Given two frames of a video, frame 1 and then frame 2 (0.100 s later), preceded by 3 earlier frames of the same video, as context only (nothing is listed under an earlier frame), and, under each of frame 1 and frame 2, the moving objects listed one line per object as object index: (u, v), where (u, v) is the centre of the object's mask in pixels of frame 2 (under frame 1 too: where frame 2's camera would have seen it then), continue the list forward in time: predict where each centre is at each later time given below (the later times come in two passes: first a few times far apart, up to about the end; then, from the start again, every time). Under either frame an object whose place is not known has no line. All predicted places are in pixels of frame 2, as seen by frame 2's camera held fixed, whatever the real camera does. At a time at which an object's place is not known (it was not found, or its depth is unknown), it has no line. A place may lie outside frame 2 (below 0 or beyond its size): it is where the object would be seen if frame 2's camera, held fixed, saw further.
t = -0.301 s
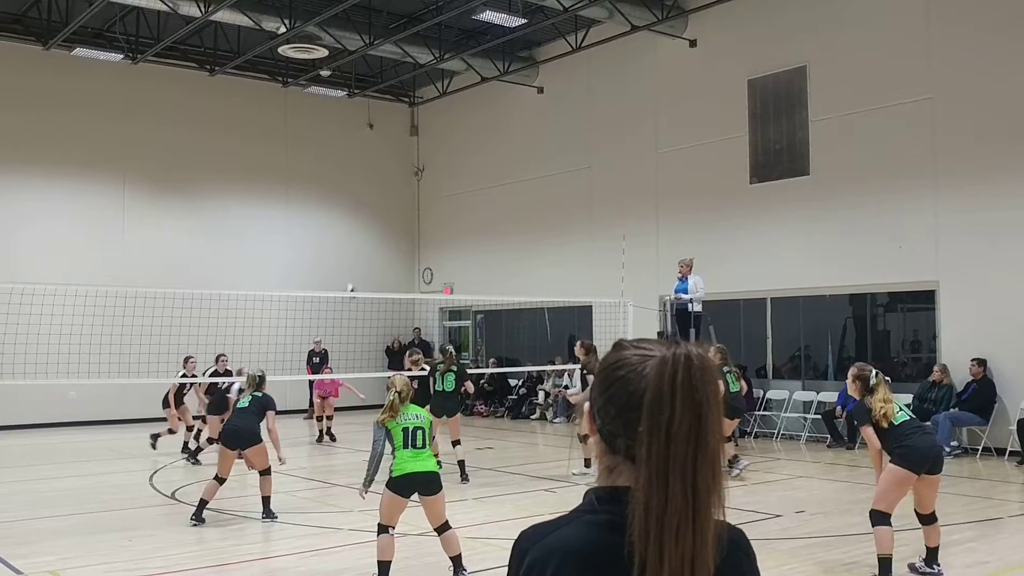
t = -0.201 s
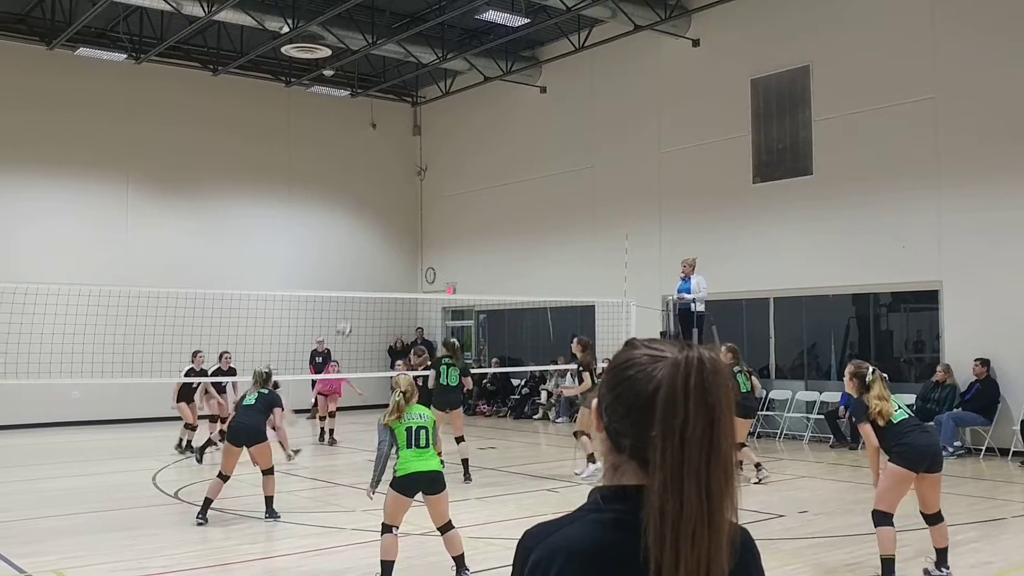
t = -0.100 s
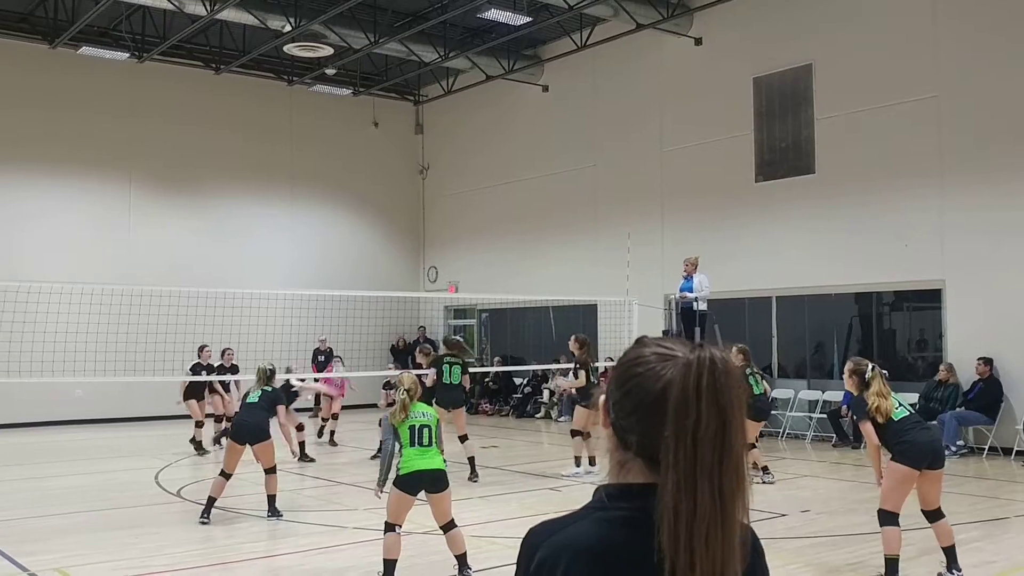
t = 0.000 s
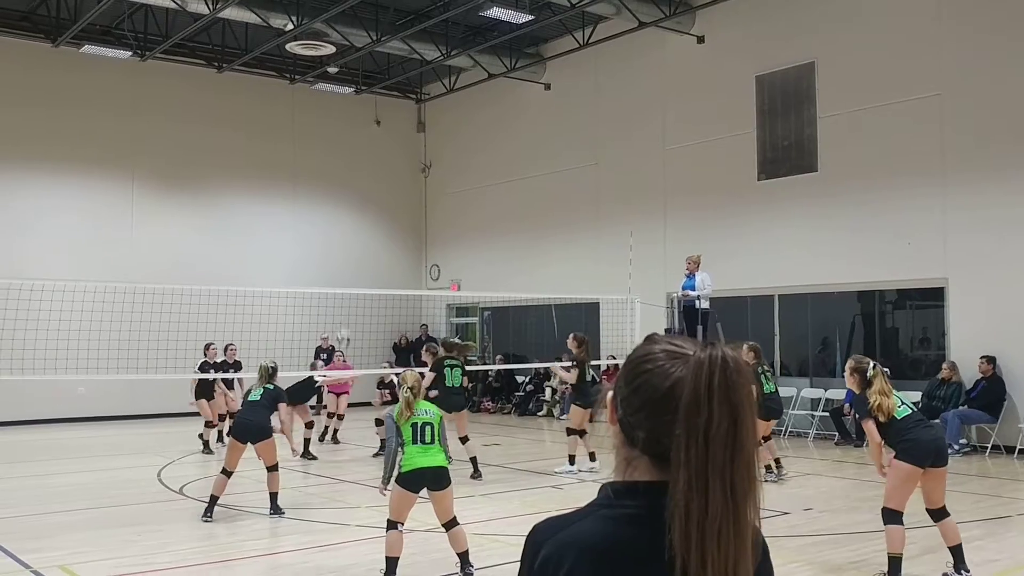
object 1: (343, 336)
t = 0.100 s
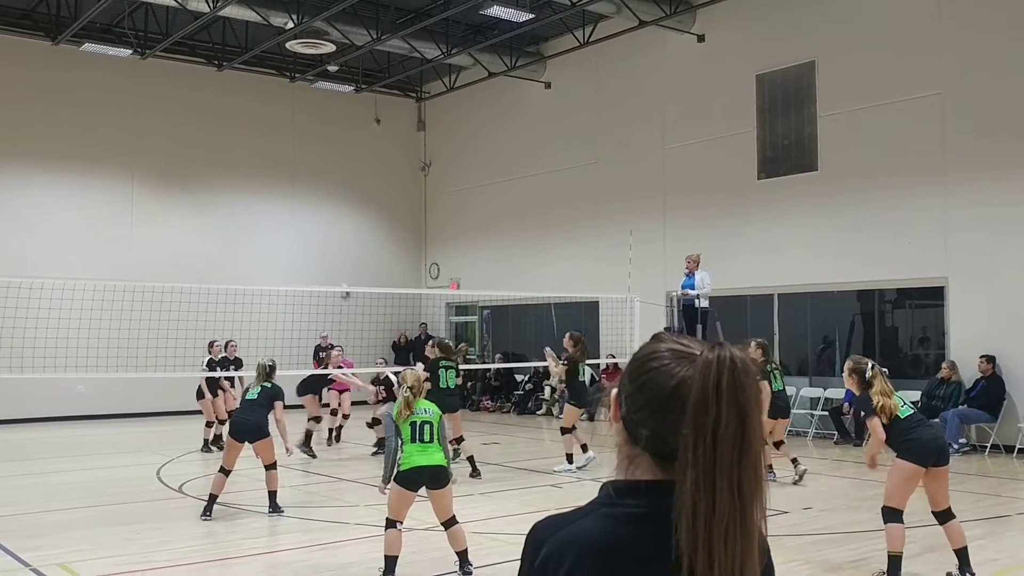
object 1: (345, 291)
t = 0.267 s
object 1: (353, 228)
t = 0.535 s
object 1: (361, 157)
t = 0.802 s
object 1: (366, 140)
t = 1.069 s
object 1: (371, 200)
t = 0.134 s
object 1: (349, 277)
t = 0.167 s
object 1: (349, 263)
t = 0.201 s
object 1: (349, 251)
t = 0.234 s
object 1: (351, 239)
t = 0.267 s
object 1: (353, 228)
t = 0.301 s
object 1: (353, 216)
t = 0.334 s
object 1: (354, 204)
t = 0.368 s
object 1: (356, 195)
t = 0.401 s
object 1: (357, 186)
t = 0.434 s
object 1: (358, 178)
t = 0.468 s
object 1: (359, 170)
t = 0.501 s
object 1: (361, 164)
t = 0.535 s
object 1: (361, 157)
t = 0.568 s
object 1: (362, 152)
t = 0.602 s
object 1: (363, 147)
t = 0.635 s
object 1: (364, 143)
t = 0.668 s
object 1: (364, 141)
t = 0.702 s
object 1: (365, 139)
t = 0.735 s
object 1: (366, 138)
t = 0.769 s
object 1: (366, 139)
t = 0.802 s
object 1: (366, 140)
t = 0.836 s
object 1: (367, 143)
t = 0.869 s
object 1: (368, 147)
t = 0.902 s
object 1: (368, 153)
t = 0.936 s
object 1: (369, 160)
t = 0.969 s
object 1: (369, 167)
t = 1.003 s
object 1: (369, 177)
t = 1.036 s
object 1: (370, 189)
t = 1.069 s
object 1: (371, 200)
